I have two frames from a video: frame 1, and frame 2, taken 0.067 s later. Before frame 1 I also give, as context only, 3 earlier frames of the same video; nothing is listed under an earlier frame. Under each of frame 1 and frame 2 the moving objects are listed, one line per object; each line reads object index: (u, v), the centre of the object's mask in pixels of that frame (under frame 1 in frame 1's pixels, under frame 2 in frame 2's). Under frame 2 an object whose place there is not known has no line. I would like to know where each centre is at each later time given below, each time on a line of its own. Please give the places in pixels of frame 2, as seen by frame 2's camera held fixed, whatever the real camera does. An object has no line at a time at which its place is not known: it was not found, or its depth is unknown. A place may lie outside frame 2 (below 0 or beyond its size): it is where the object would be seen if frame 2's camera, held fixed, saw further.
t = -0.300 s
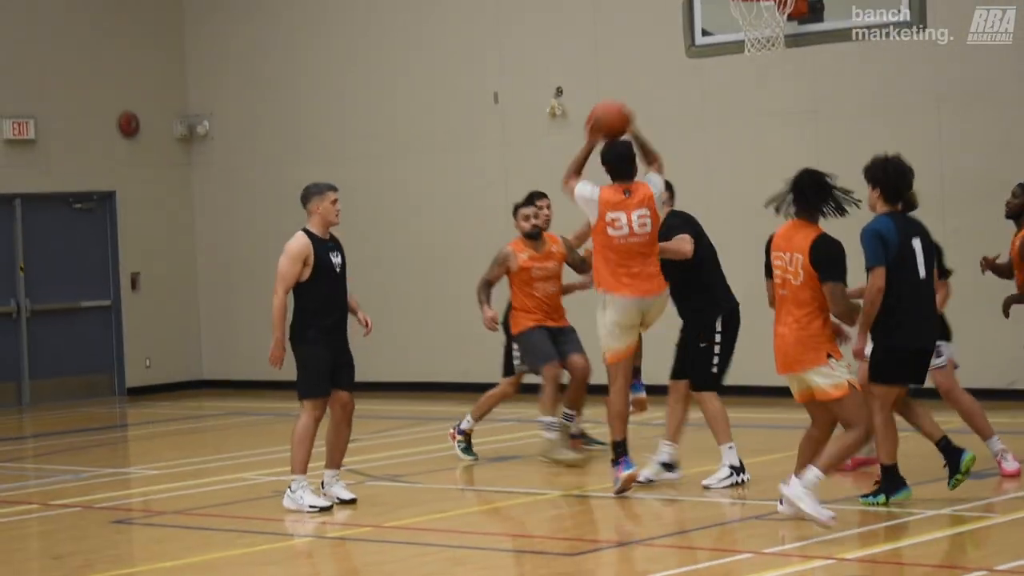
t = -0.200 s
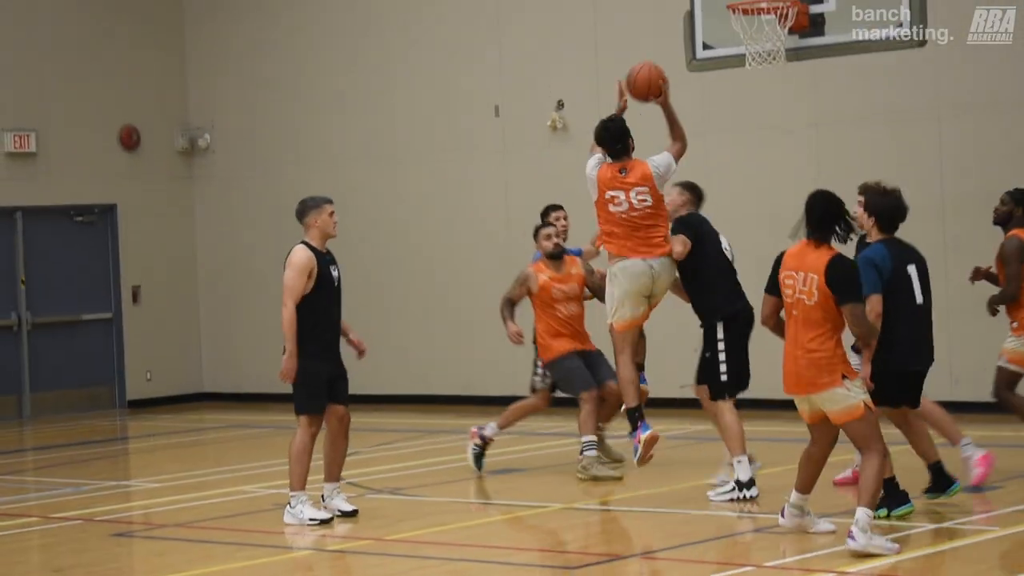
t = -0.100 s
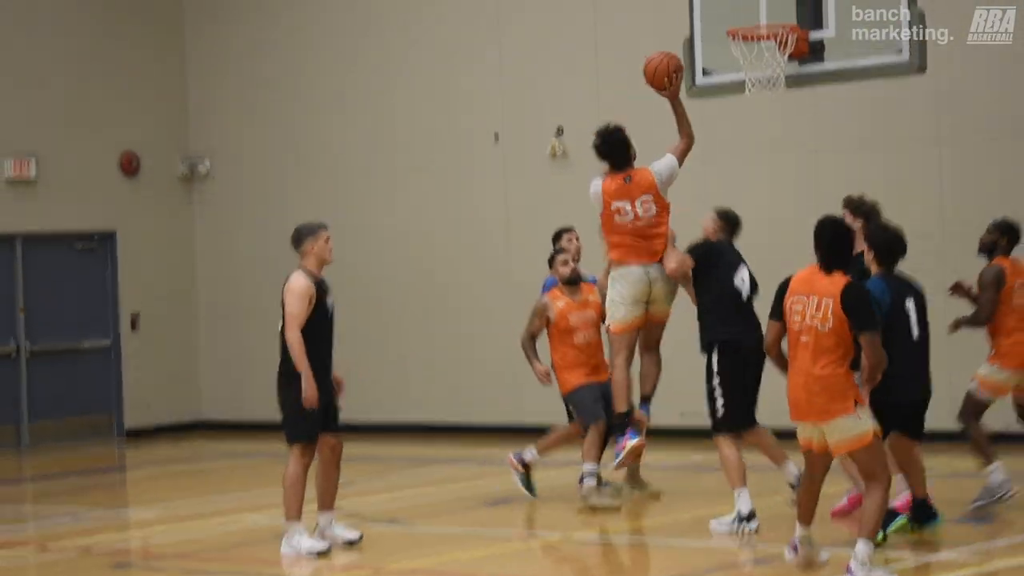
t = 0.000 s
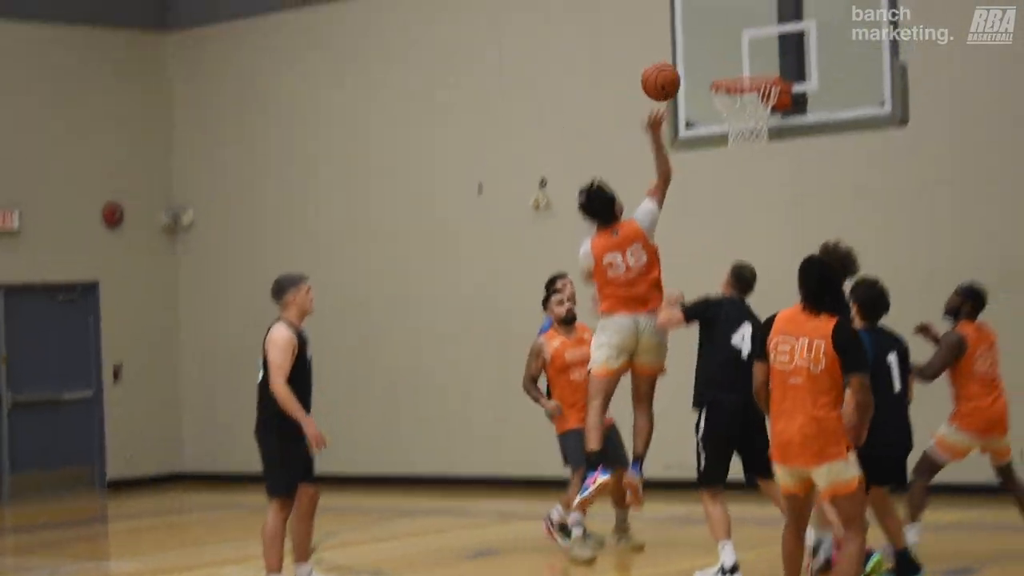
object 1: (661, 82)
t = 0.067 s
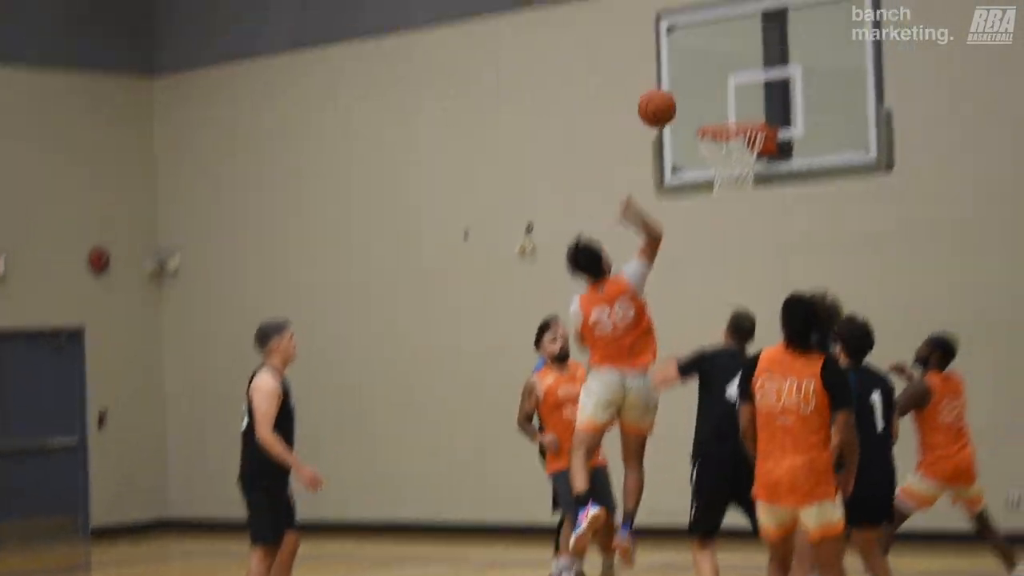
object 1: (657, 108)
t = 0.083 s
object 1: (660, 104)
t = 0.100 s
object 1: (664, 100)
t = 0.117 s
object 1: (666, 97)
